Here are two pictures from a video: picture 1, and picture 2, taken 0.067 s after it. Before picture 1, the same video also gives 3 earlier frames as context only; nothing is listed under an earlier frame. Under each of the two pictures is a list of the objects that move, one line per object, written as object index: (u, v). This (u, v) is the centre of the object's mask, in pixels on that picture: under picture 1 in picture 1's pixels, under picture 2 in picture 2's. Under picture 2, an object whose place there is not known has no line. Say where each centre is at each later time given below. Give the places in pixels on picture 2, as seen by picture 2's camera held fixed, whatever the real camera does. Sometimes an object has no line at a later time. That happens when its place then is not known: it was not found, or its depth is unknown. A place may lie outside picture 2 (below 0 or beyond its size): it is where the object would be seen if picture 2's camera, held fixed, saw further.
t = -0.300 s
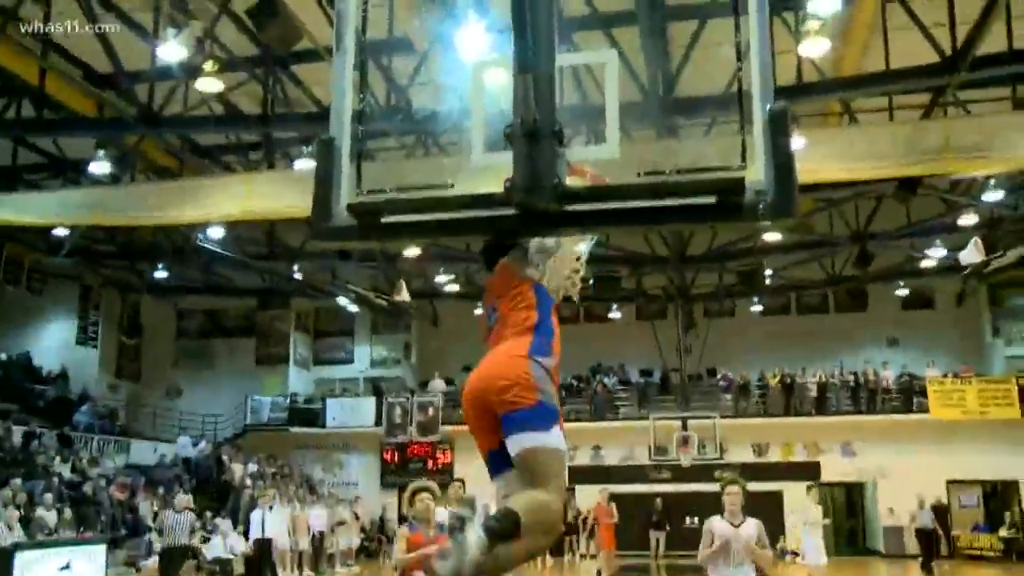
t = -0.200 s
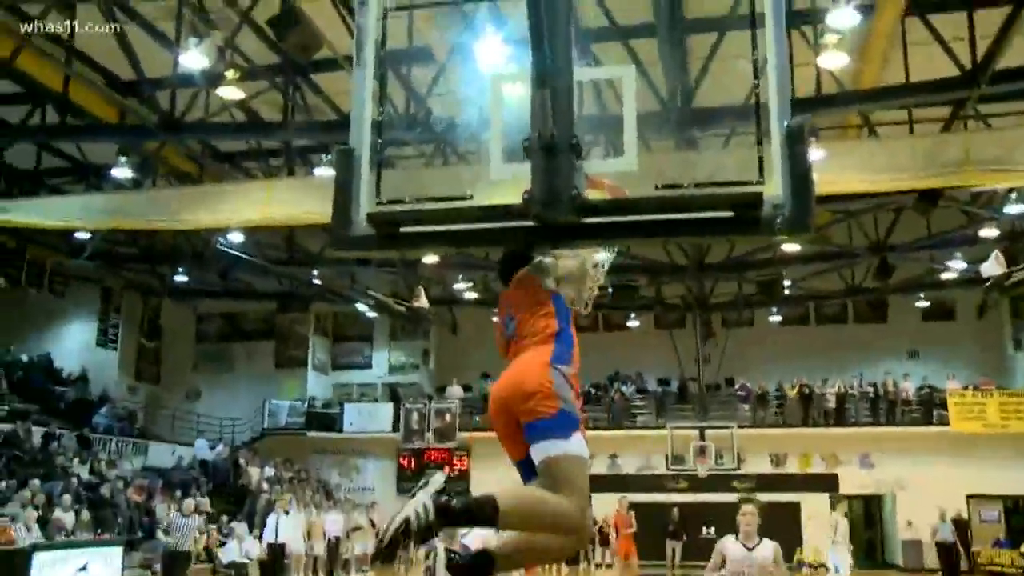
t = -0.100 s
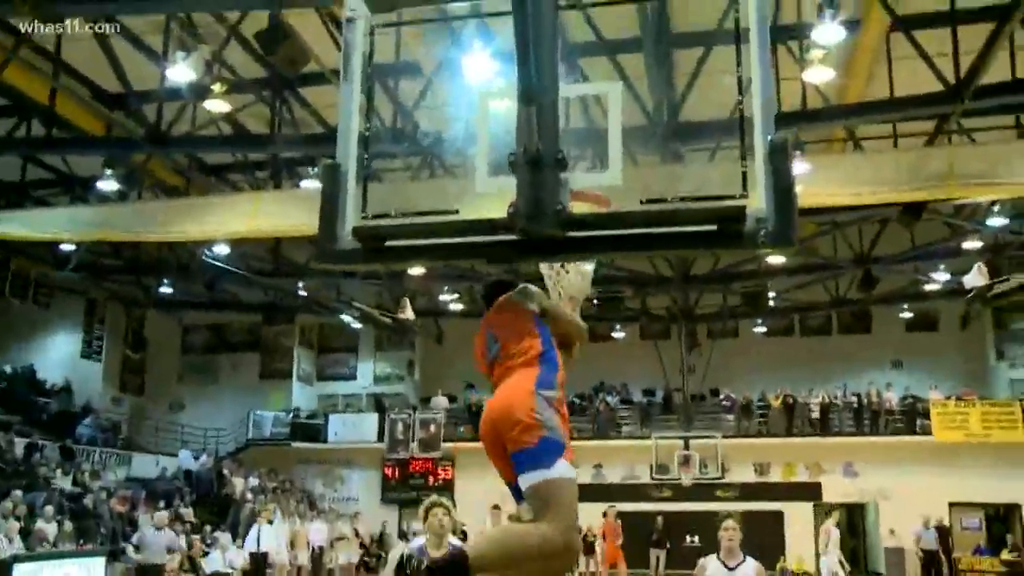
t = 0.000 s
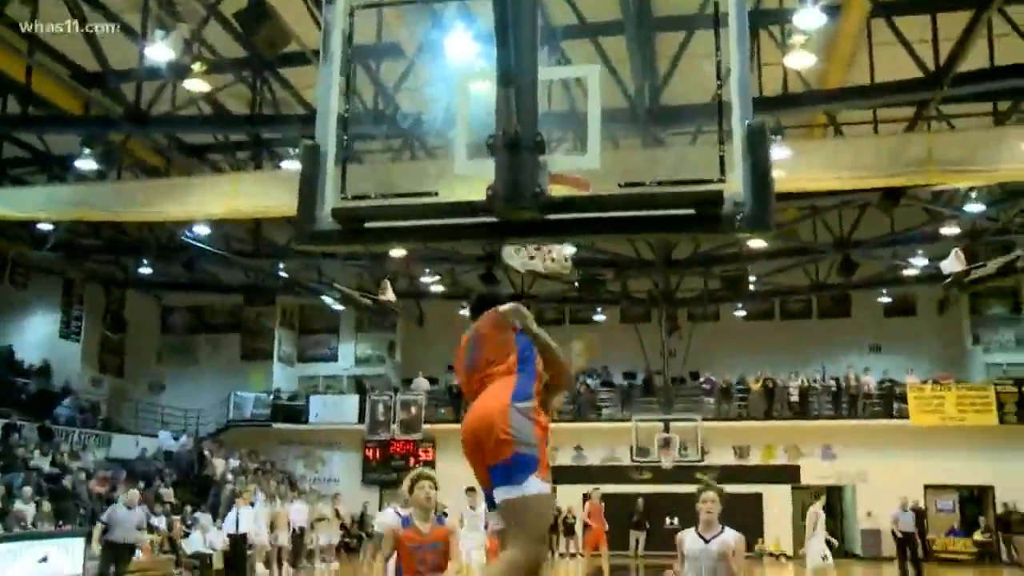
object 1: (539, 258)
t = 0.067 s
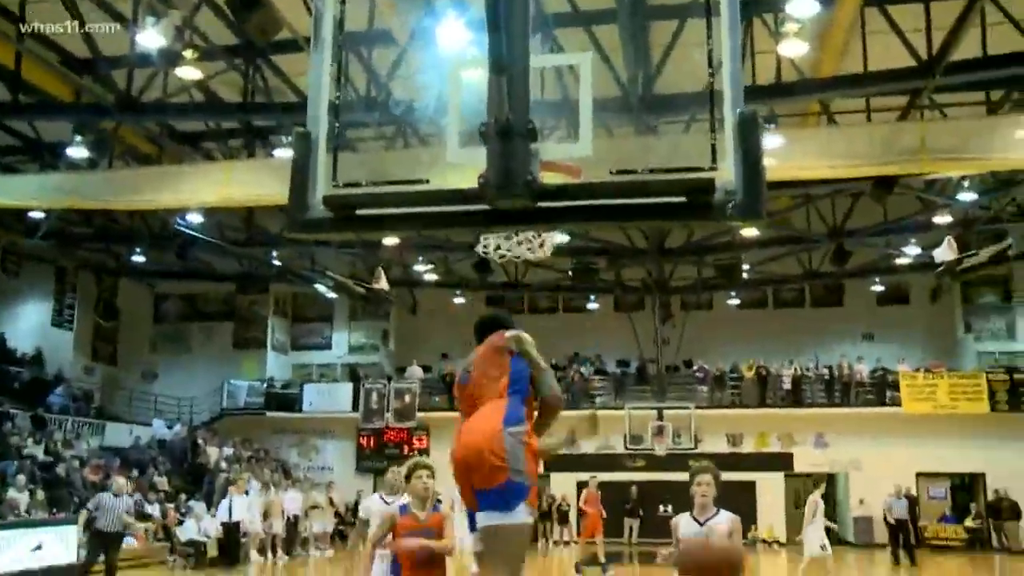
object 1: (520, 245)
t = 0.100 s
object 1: (519, 247)
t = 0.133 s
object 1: (520, 248)
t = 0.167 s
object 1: (520, 251)
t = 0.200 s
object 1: (525, 253)
